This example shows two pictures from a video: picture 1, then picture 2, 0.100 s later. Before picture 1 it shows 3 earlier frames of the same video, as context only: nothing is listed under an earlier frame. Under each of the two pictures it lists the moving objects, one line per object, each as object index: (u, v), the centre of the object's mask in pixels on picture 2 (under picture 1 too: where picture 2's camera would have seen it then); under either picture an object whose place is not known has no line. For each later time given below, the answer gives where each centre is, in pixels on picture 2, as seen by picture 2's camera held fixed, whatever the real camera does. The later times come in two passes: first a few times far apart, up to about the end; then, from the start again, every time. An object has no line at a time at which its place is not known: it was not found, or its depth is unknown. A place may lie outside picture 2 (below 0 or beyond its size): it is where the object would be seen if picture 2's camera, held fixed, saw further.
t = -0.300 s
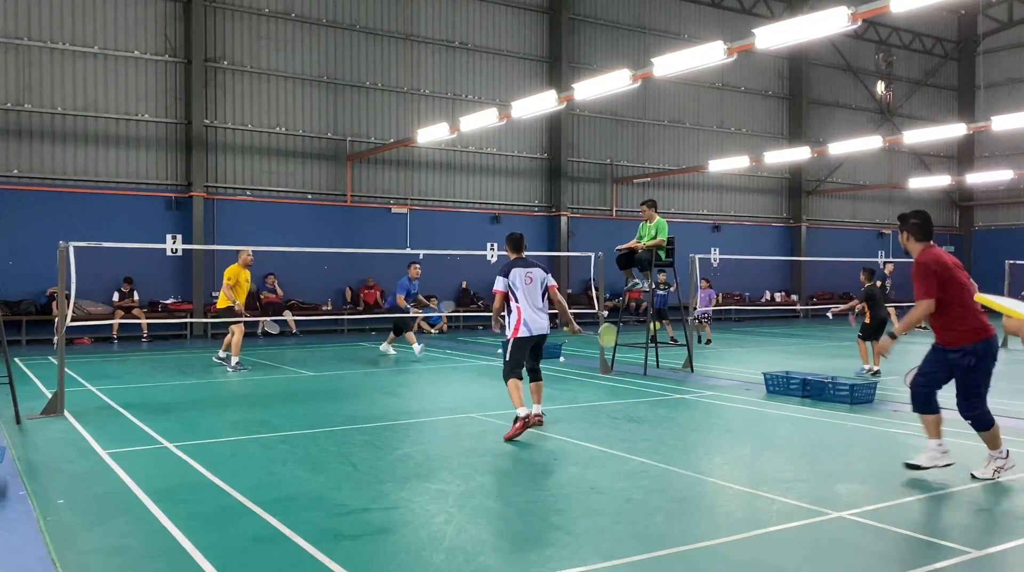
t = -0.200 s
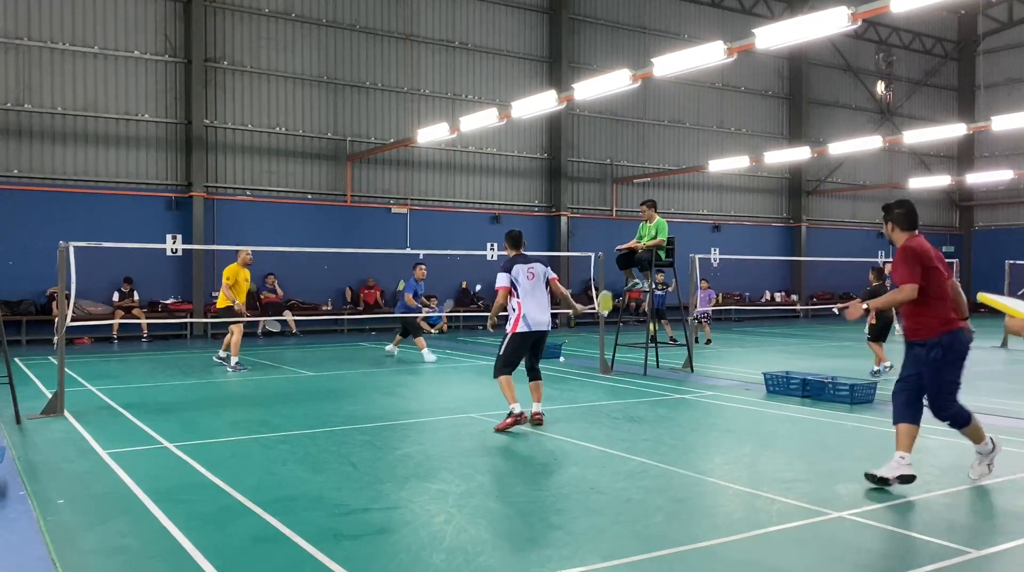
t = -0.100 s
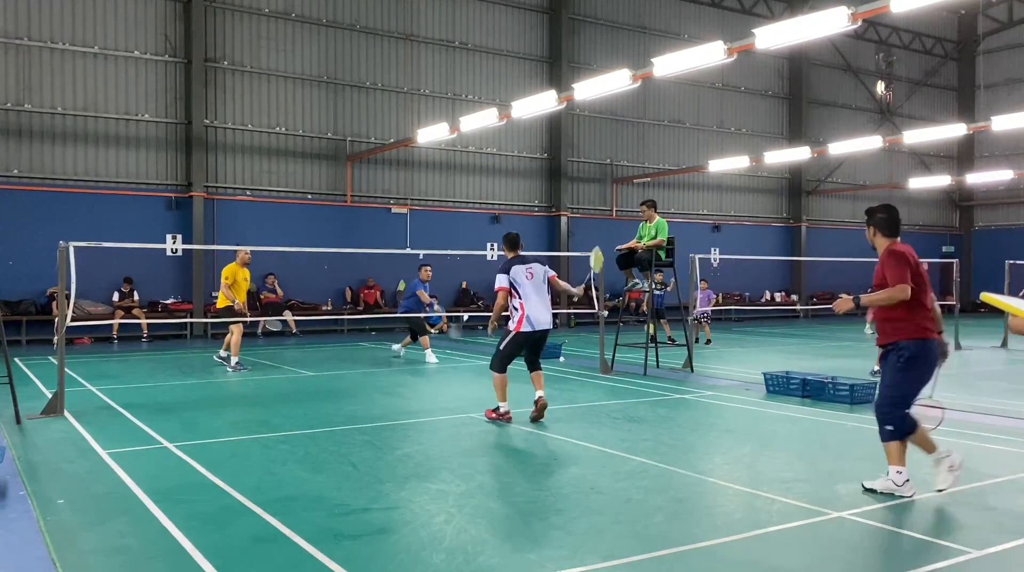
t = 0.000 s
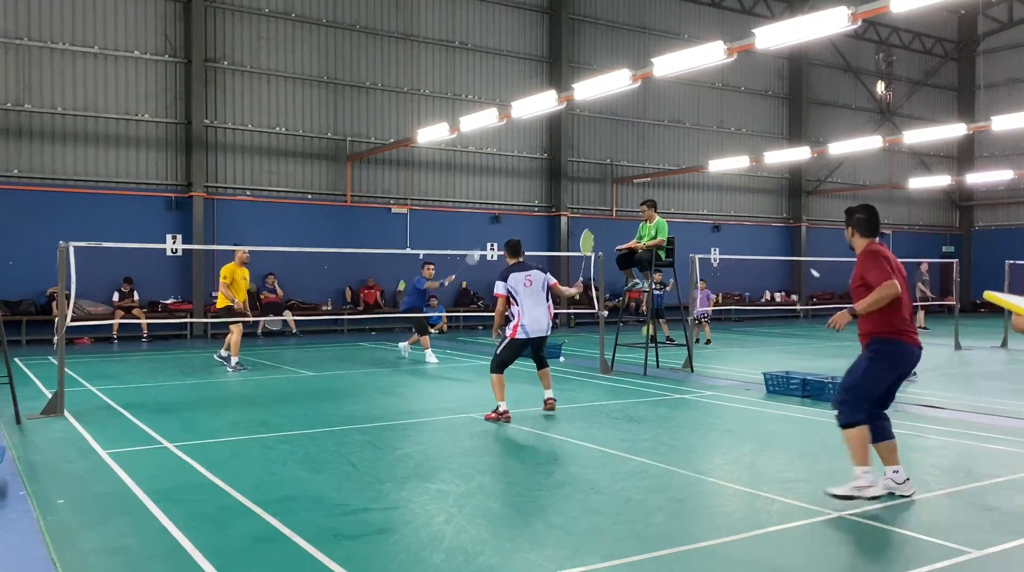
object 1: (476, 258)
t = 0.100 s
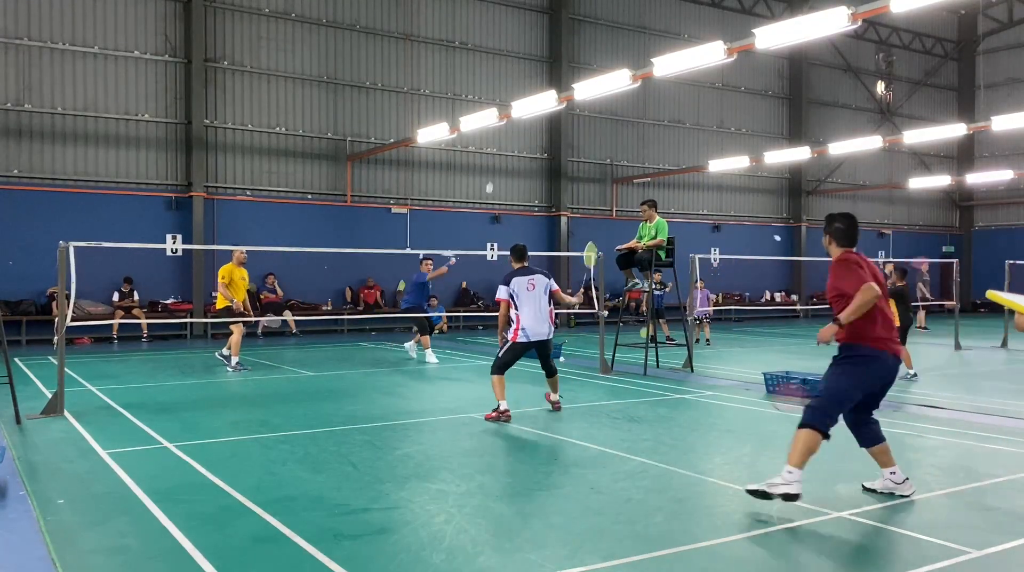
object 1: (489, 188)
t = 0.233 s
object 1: (502, 115)
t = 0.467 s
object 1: (523, 30)
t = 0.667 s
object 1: (539, 11)
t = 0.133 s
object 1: (493, 168)
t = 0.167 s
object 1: (496, 149)
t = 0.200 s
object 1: (499, 131)
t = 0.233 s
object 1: (502, 115)
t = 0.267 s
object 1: (506, 99)
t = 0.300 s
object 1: (508, 85)
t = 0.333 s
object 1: (512, 71)
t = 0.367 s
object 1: (515, 59)
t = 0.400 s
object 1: (517, 48)
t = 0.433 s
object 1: (520, 39)
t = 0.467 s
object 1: (523, 30)
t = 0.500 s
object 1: (526, 23)
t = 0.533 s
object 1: (529, 18)
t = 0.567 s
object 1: (532, 14)
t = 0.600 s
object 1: (534, 11)
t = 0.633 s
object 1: (537, 10)
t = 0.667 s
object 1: (539, 11)
